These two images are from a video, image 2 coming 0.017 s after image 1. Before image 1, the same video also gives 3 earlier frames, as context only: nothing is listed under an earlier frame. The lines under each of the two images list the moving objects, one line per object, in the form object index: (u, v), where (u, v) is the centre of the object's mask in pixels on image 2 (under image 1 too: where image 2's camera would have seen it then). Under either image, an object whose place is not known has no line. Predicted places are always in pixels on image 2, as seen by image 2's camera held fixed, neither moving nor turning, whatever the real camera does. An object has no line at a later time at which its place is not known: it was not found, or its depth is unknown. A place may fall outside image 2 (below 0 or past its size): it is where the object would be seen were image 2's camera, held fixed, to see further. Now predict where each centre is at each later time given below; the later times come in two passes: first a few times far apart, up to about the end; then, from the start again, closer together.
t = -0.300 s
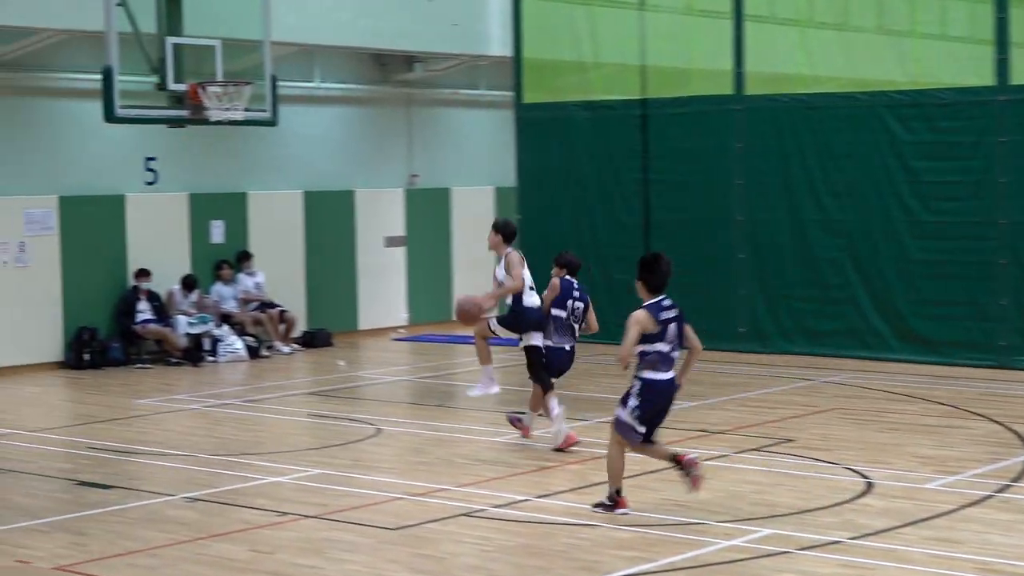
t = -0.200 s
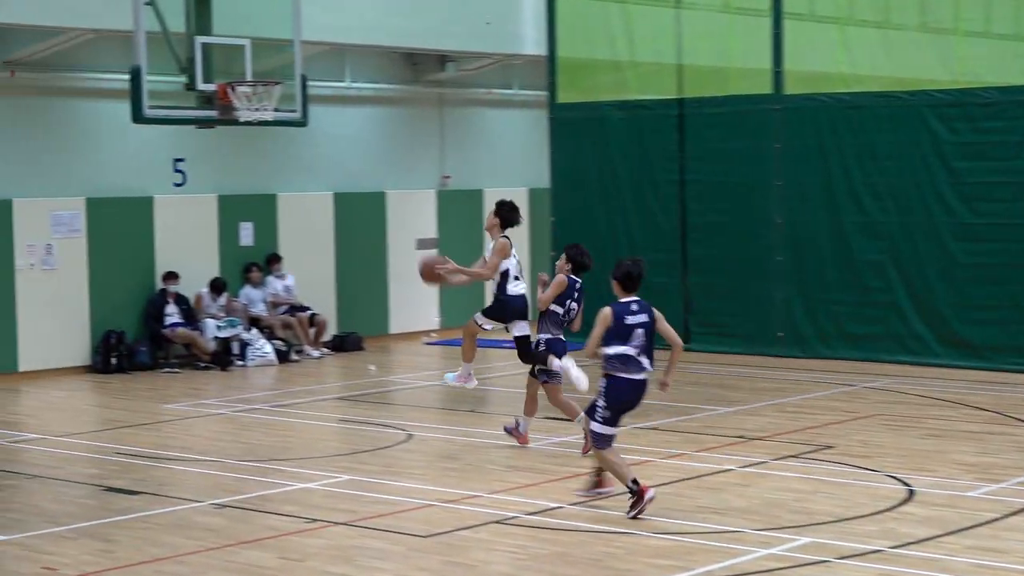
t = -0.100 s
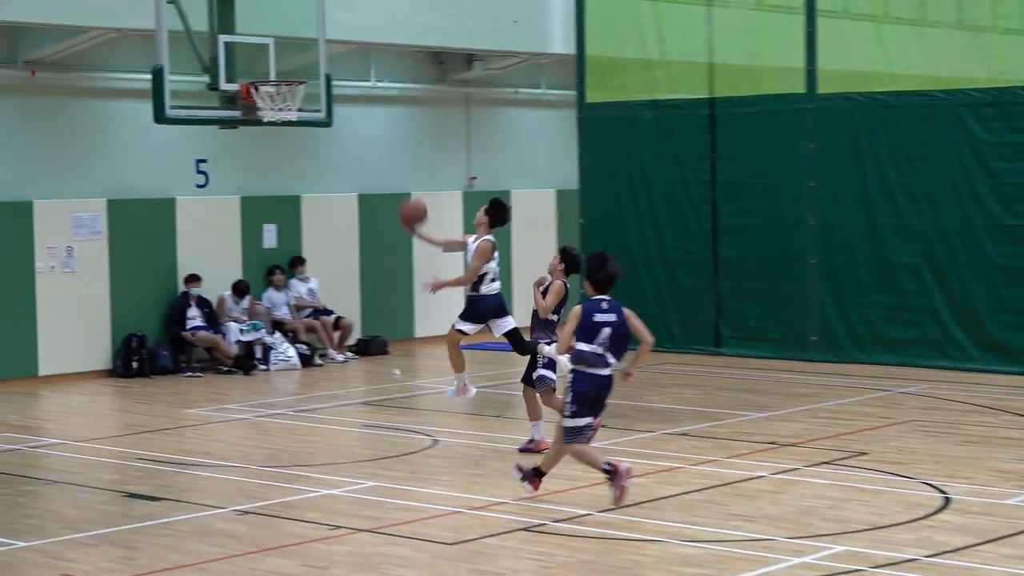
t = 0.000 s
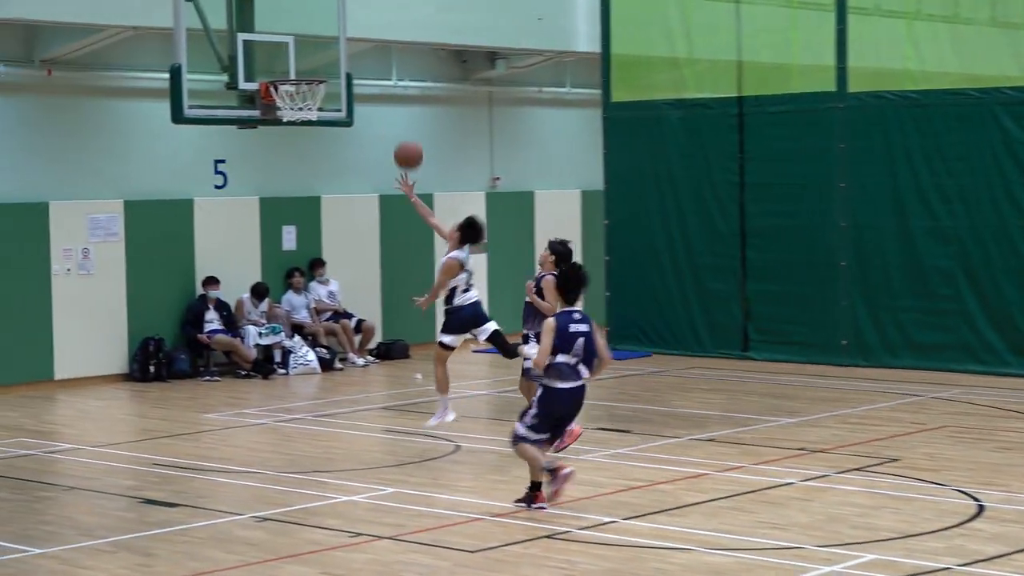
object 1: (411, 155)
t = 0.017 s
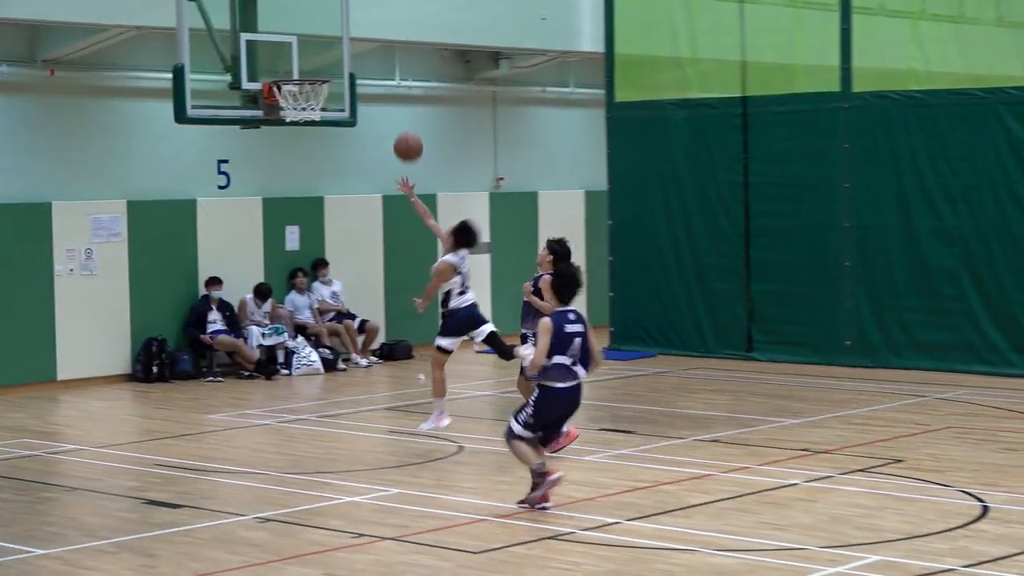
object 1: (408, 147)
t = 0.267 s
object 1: (357, 59)
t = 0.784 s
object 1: (293, 92)
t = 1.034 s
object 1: (301, 145)
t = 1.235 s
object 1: (310, 238)
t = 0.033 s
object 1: (404, 139)
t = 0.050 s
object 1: (401, 131)
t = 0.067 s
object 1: (398, 124)
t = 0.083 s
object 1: (395, 117)
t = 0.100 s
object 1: (392, 110)
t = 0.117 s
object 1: (388, 104)
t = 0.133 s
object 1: (385, 97)
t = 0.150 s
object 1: (382, 91)
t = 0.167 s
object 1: (378, 86)
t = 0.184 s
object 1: (374, 80)
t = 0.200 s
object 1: (371, 75)
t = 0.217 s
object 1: (367, 71)
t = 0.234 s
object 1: (363, 66)
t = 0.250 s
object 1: (361, 62)
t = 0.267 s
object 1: (357, 59)
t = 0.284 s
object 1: (354, 56)
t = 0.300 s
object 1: (350, 53)
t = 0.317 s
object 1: (347, 51)
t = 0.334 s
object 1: (344, 48)
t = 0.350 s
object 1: (340, 47)
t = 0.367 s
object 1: (337, 45)
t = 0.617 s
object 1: (290, 65)
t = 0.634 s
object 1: (287, 67)
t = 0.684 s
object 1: (285, 72)
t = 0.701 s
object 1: (286, 73)
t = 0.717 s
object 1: (290, 79)
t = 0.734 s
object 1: (289, 88)
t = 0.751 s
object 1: (291, 92)
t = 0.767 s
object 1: (291, 93)
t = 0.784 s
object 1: (293, 92)
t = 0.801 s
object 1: (293, 92)
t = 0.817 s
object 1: (294, 93)
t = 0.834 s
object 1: (295, 96)
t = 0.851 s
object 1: (293, 100)
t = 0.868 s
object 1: (294, 102)
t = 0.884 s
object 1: (294, 102)
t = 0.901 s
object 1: (294, 109)
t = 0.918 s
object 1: (295, 113)
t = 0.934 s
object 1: (298, 123)
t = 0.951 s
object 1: (298, 124)
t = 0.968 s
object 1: (298, 127)
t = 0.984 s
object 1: (299, 130)
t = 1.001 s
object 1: (300, 134)
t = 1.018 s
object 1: (301, 139)
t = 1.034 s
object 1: (301, 145)
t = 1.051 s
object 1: (302, 150)
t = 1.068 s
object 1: (303, 156)
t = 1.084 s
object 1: (303, 162)
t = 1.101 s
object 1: (304, 169)
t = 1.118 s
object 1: (305, 177)
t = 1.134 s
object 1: (306, 185)
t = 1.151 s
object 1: (306, 192)
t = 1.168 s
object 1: (307, 201)
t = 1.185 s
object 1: (307, 211)
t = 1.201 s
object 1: (309, 218)
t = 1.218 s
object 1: (310, 228)
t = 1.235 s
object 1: (310, 238)
